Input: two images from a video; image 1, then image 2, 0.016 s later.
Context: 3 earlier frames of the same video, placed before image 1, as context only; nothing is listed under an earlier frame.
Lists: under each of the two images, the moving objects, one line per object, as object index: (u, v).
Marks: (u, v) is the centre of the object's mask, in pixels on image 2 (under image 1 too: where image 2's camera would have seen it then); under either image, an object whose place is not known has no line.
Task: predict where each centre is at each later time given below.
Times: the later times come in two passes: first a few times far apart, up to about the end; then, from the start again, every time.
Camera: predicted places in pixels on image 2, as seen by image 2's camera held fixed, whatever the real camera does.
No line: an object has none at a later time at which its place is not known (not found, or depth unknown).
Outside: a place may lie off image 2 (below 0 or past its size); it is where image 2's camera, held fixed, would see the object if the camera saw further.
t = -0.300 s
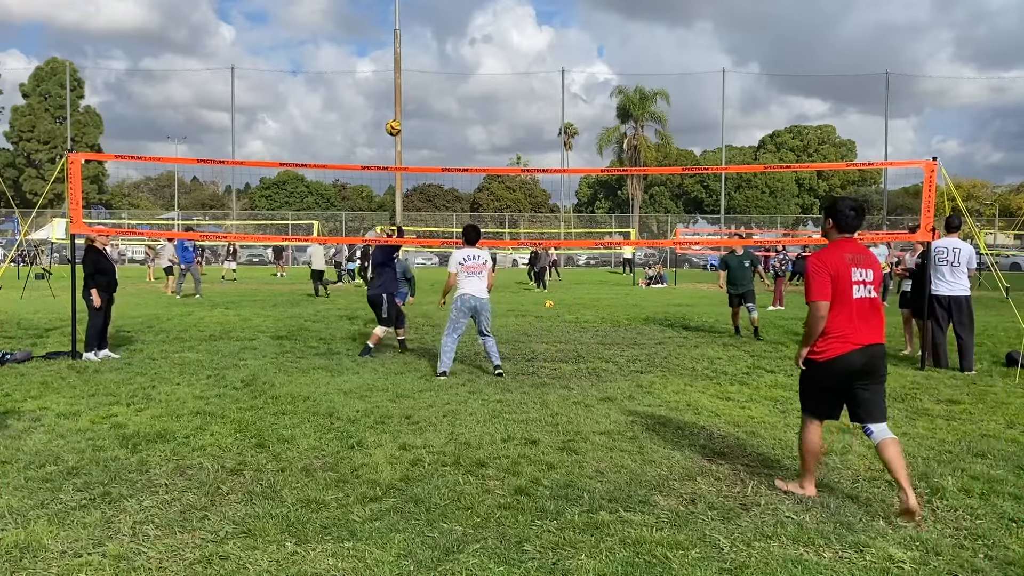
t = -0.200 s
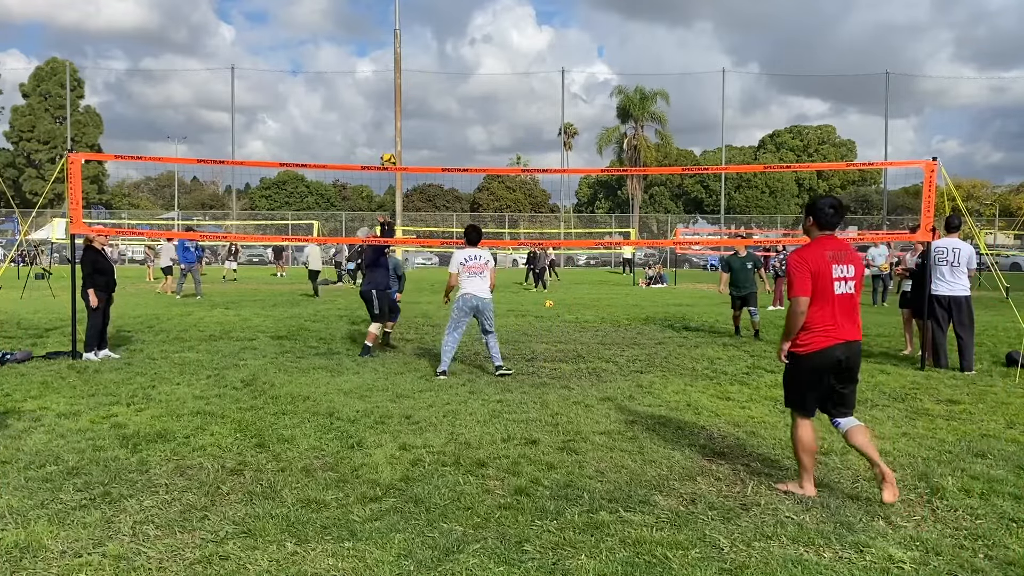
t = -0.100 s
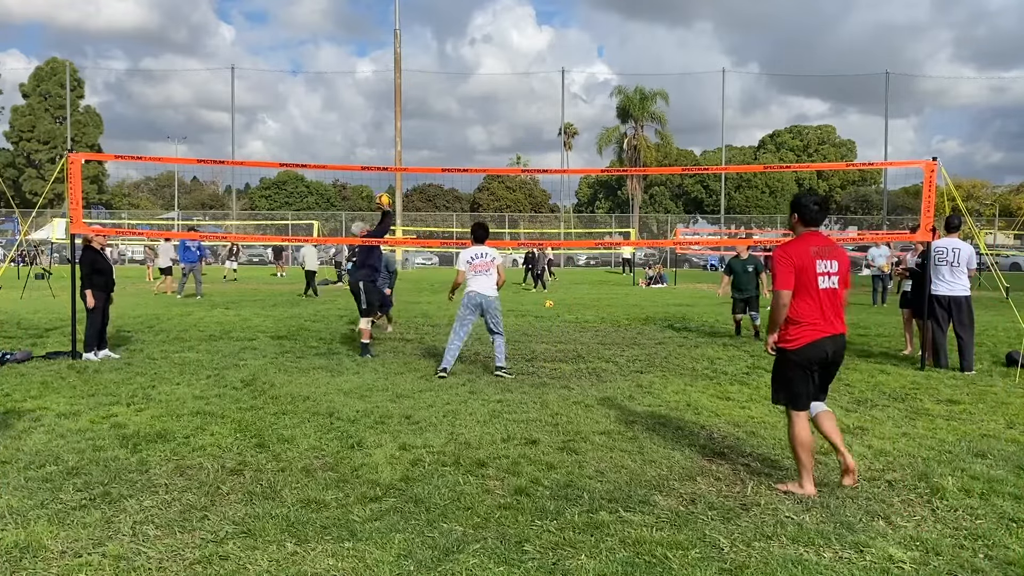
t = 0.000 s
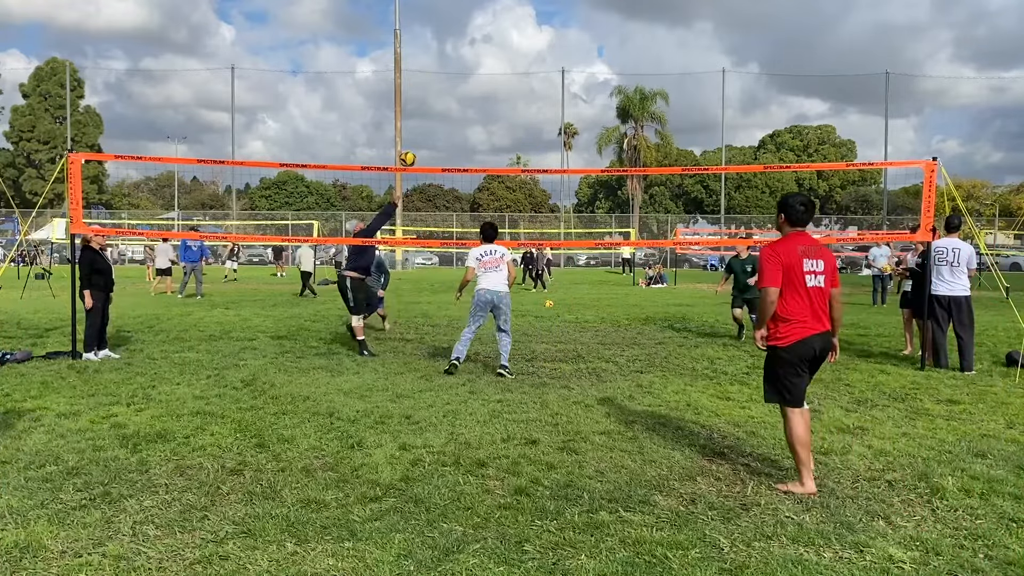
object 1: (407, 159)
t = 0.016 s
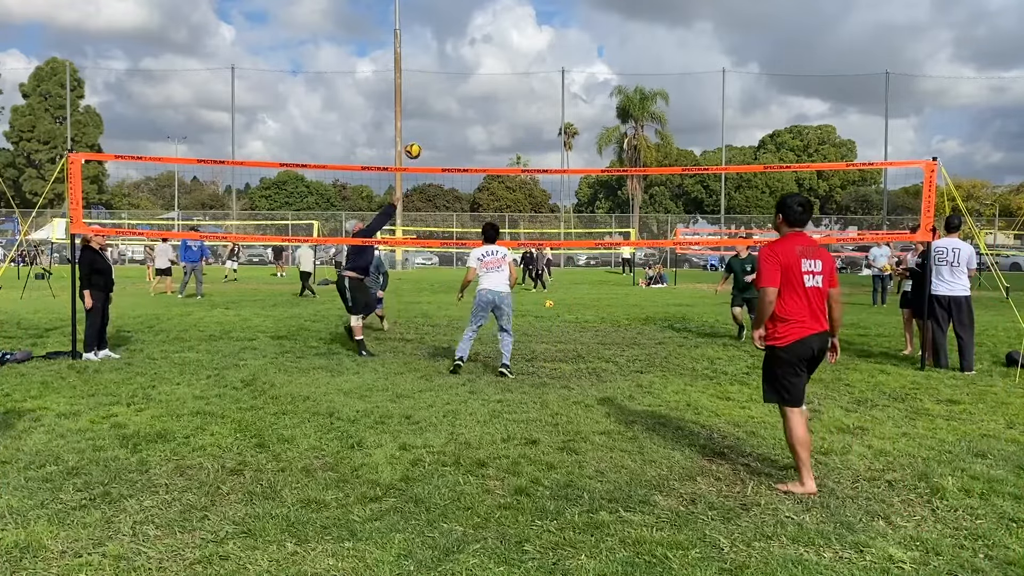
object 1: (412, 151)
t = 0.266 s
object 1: (488, 58)
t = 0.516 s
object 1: (560, 18)
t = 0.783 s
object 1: (630, 29)
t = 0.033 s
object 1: (417, 143)
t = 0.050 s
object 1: (422, 135)
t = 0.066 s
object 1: (428, 128)
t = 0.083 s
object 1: (433, 121)
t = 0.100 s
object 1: (438, 114)
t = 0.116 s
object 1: (443, 107)
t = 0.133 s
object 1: (448, 101)
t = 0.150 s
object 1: (453, 94)
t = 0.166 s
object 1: (458, 88)
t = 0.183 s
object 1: (463, 83)
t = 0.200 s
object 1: (468, 77)
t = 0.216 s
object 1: (473, 72)
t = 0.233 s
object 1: (478, 67)
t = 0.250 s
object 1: (483, 63)
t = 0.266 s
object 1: (488, 58)
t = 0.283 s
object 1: (493, 54)
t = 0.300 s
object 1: (498, 50)
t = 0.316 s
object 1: (503, 46)
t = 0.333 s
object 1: (508, 42)
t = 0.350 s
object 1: (513, 39)
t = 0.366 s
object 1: (518, 36)
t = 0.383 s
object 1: (522, 33)
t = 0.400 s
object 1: (527, 30)
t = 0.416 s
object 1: (532, 28)
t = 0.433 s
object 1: (537, 25)
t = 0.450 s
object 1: (542, 23)
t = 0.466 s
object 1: (546, 22)
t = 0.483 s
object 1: (551, 20)
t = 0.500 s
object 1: (556, 19)
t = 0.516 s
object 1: (560, 18)
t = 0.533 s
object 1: (565, 17)
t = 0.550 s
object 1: (569, 16)
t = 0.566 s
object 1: (574, 15)
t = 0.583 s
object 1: (578, 15)
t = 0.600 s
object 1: (583, 15)
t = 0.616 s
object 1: (588, 15)
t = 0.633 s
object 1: (591, 16)
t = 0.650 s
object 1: (596, 16)
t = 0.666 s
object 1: (601, 17)
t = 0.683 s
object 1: (605, 18)
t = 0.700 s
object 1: (609, 19)
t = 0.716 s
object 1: (613, 21)
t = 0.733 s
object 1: (618, 22)
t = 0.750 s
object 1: (622, 24)
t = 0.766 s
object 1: (626, 26)
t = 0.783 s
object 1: (630, 29)
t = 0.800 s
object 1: (634, 31)
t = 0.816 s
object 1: (638, 34)
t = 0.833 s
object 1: (642, 37)
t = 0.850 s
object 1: (646, 40)
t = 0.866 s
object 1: (650, 43)
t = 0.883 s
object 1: (654, 46)
